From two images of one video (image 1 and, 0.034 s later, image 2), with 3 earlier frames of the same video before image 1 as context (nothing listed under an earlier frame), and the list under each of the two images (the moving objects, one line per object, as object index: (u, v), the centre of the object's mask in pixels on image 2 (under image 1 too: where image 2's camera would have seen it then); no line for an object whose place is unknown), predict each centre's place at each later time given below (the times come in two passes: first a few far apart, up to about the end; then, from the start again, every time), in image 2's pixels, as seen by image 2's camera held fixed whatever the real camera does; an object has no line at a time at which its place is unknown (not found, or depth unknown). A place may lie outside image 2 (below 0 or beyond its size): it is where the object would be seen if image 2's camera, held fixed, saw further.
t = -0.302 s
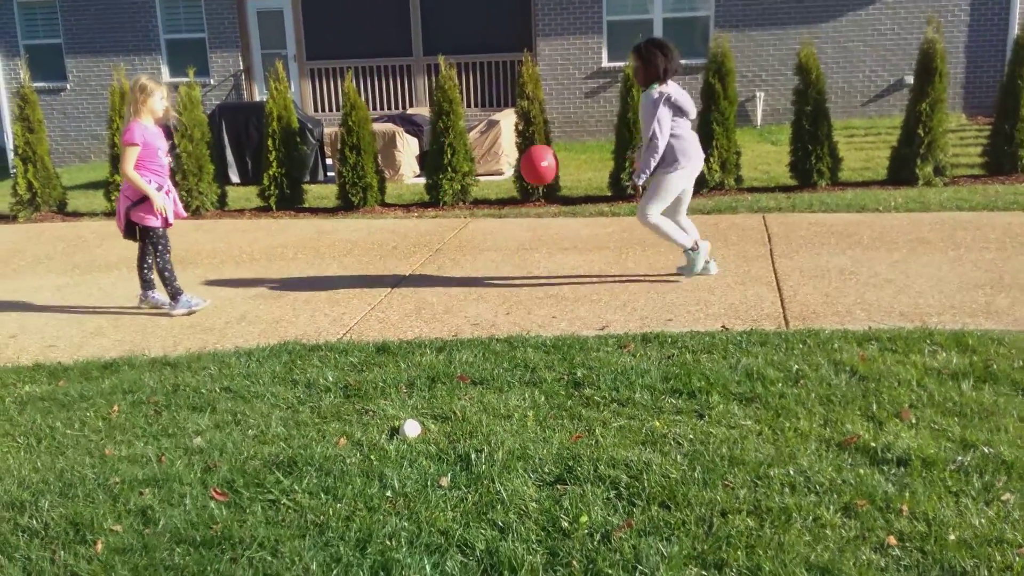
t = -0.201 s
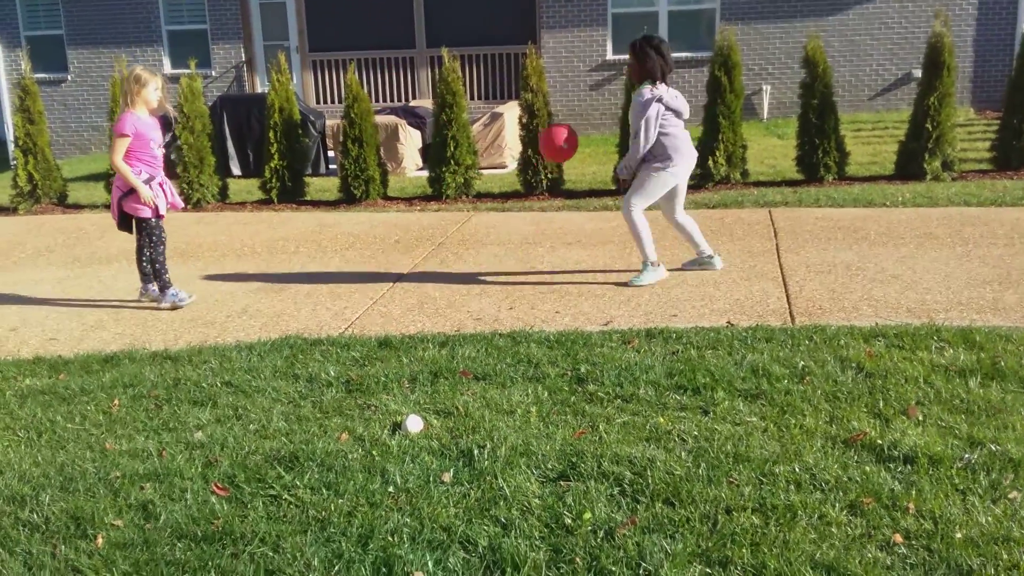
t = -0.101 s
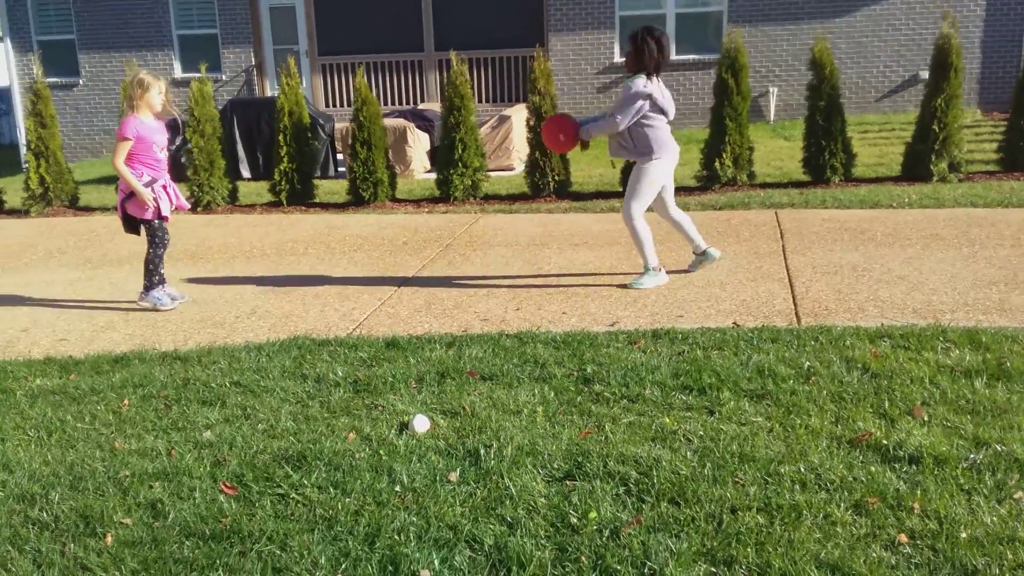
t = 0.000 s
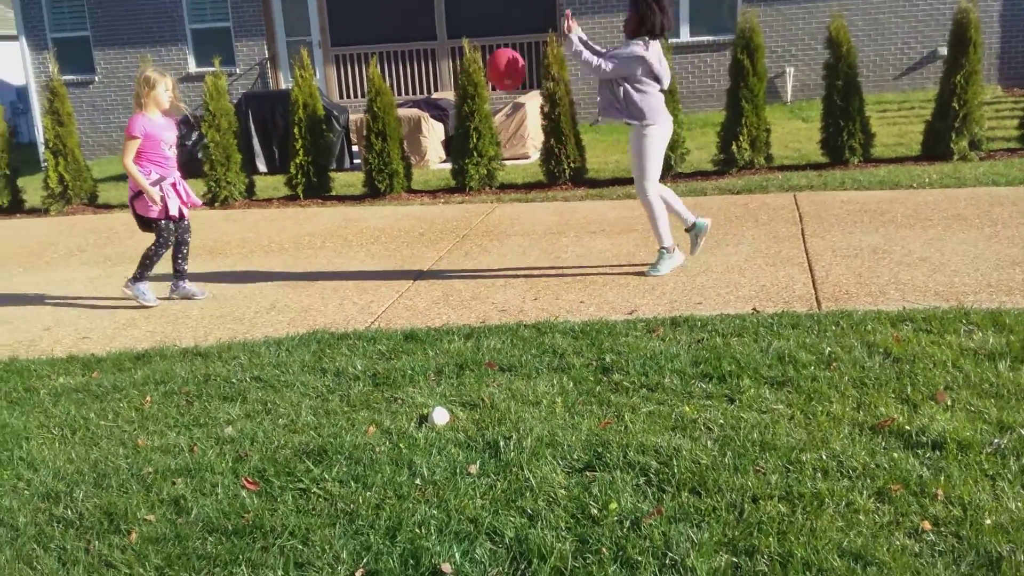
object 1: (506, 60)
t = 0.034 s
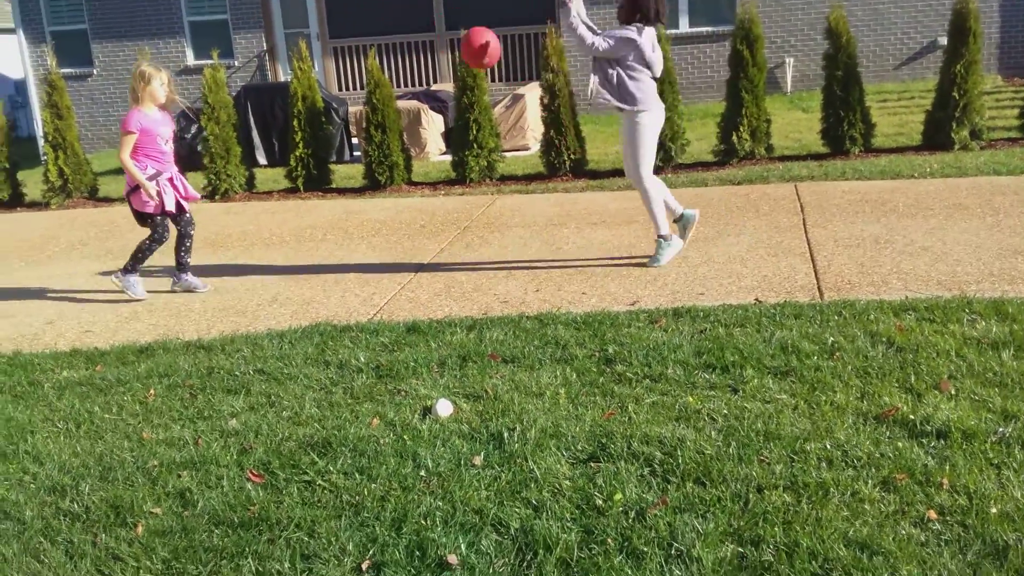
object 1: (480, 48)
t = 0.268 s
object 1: (320, 21)
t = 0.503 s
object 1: (178, 89)
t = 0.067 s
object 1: (457, 38)
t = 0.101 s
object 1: (433, 30)
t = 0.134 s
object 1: (410, 25)
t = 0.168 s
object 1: (387, 22)
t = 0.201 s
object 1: (364, 20)
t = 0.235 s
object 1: (343, 20)
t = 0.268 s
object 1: (320, 21)
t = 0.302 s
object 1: (299, 26)
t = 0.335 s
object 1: (277, 31)
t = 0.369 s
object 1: (256, 37)
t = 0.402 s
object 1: (235, 47)
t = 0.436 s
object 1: (217, 59)
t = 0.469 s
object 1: (197, 73)
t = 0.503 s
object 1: (178, 89)
